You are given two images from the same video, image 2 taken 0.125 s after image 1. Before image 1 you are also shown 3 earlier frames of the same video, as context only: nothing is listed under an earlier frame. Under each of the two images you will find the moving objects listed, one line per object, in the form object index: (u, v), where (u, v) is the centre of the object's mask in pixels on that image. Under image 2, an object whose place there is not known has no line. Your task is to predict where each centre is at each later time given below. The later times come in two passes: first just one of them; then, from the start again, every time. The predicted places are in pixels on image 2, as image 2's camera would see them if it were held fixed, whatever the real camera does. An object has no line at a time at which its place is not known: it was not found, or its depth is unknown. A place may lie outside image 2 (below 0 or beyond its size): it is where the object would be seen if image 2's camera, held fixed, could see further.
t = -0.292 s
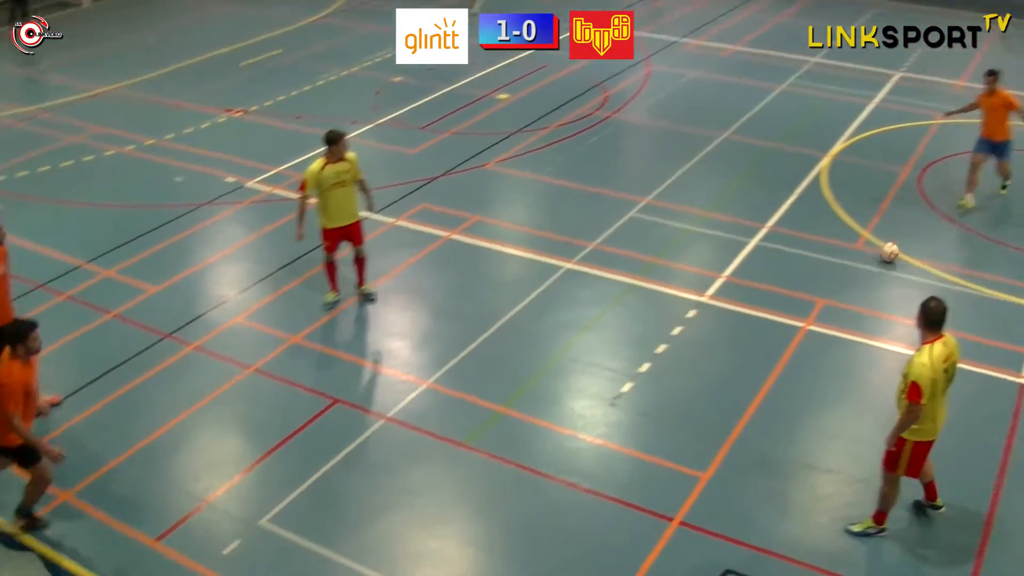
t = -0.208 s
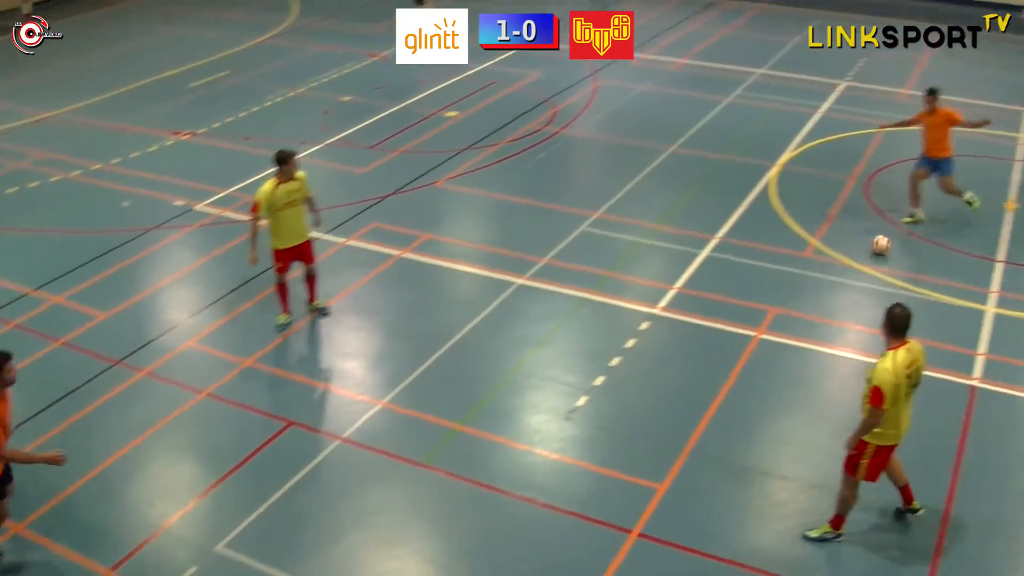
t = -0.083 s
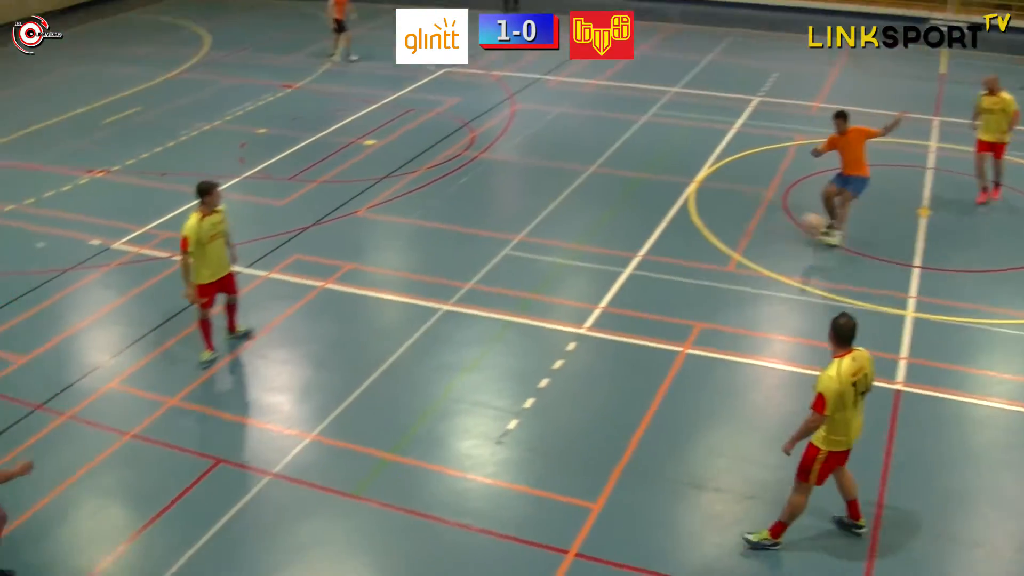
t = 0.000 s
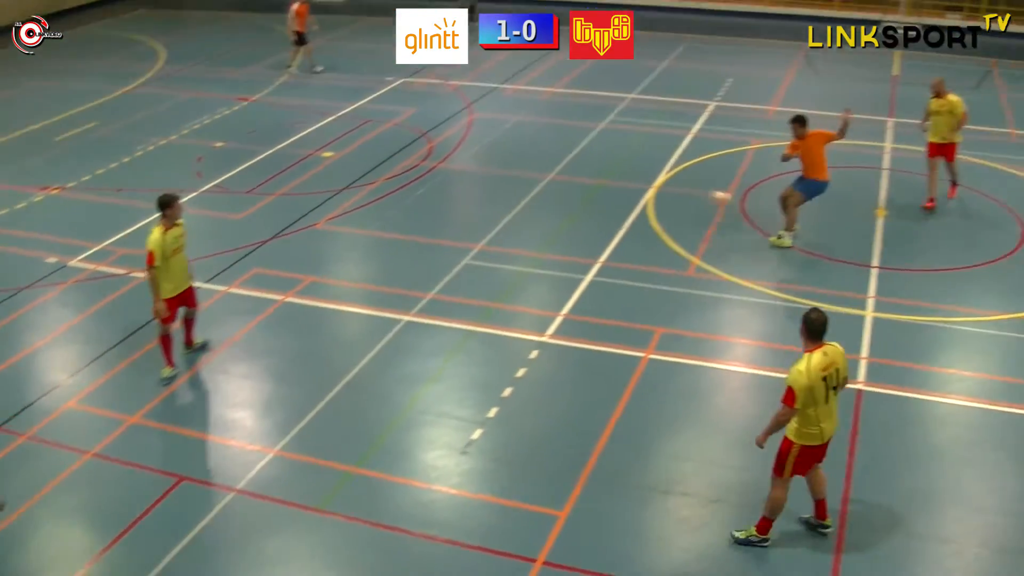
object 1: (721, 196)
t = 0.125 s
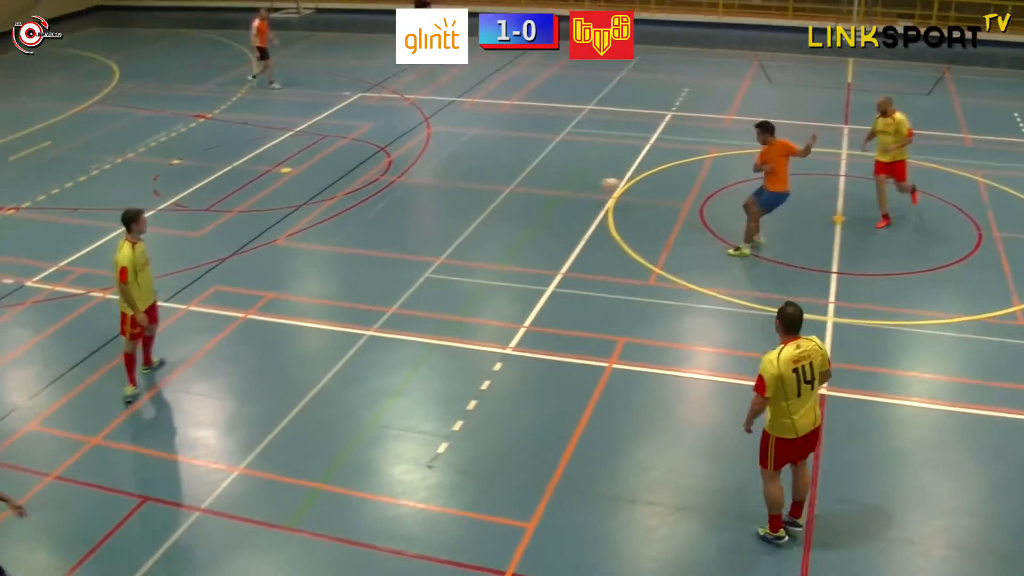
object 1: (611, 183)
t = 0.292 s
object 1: (530, 174)
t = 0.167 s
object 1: (588, 179)
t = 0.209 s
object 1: (567, 177)
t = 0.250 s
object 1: (548, 176)
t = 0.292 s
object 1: (530, 174)
